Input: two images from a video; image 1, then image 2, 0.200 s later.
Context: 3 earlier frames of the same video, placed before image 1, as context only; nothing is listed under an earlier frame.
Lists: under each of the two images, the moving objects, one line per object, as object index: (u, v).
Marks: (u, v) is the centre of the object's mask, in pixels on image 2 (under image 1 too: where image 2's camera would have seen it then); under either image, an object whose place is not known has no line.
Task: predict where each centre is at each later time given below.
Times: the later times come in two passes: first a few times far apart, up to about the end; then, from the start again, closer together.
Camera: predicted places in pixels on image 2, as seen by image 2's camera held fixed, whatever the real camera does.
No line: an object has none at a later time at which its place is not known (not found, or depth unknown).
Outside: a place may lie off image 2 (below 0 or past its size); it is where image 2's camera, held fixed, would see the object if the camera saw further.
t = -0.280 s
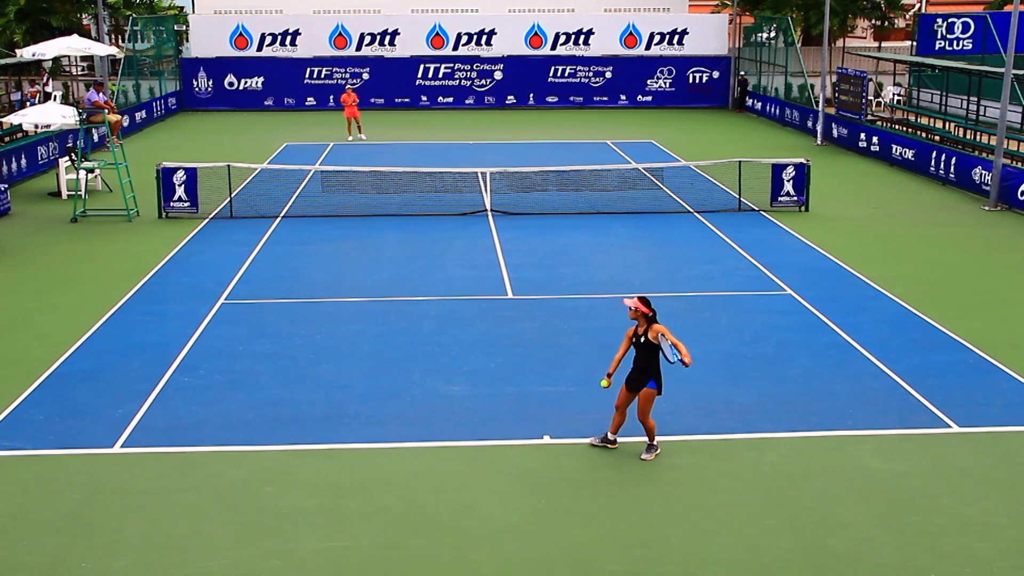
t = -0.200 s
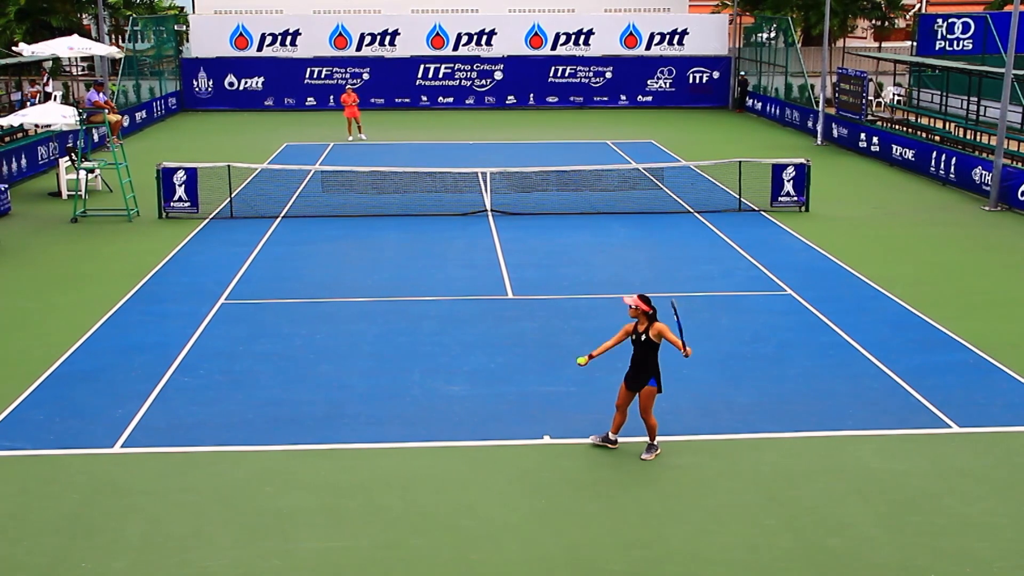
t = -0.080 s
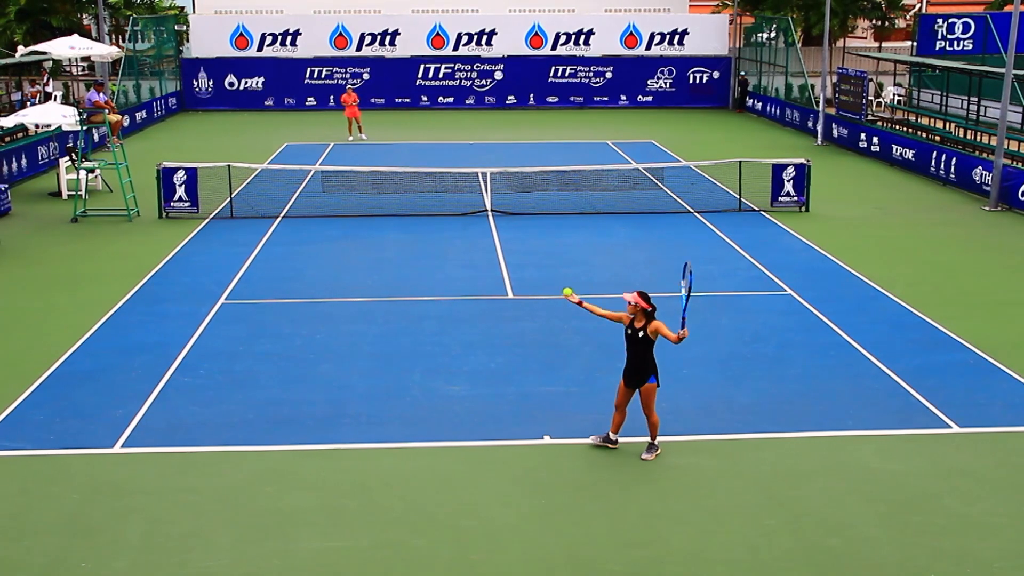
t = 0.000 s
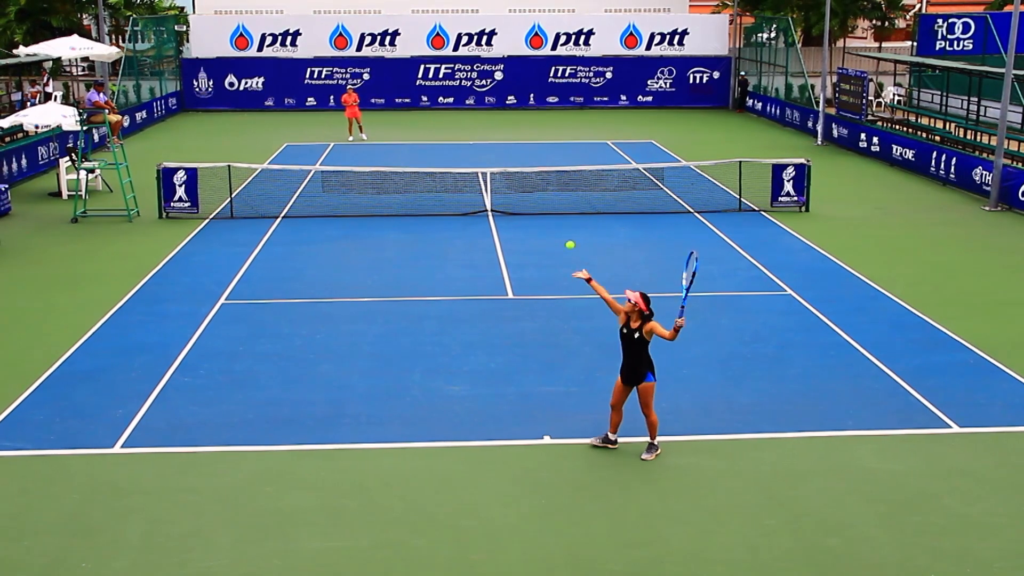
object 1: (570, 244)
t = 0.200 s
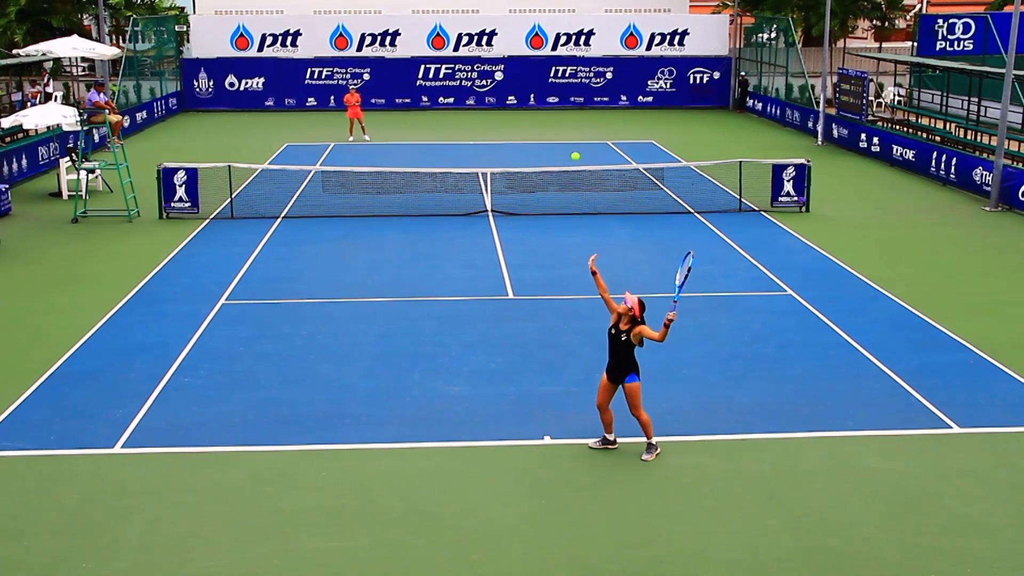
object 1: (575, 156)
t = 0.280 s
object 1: (576, 132)
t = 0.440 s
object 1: (578, 106)
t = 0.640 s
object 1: (578, 112)
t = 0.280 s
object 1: (576, 132)
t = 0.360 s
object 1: (577, 115)
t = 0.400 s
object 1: (578, 110)
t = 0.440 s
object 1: (578, 106)
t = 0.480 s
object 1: (578, 103)
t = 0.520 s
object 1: (578, 103)
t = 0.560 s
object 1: (578, 104)
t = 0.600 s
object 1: (578, 107)
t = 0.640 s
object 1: (578, 112)
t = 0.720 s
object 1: (577, 127)
